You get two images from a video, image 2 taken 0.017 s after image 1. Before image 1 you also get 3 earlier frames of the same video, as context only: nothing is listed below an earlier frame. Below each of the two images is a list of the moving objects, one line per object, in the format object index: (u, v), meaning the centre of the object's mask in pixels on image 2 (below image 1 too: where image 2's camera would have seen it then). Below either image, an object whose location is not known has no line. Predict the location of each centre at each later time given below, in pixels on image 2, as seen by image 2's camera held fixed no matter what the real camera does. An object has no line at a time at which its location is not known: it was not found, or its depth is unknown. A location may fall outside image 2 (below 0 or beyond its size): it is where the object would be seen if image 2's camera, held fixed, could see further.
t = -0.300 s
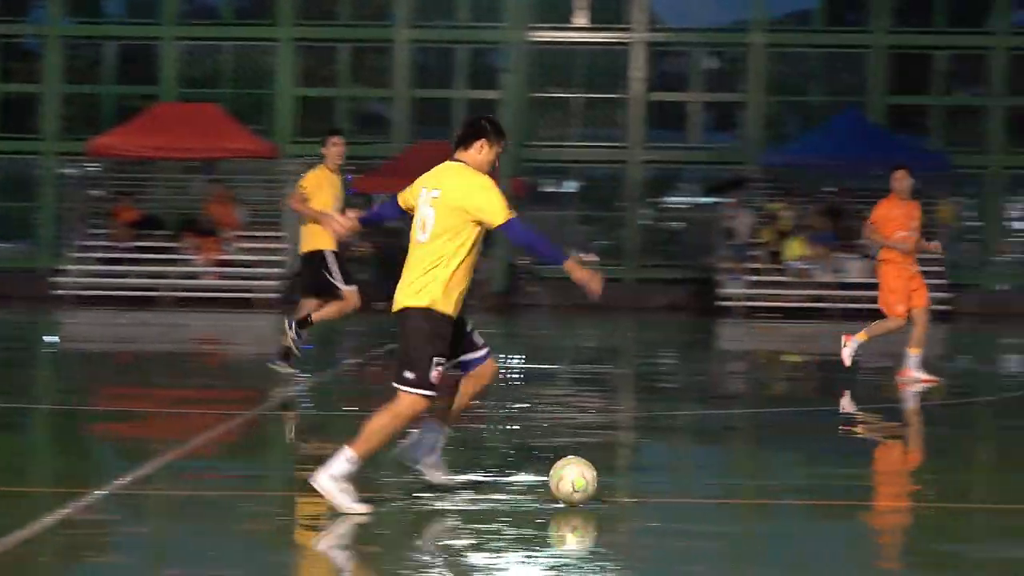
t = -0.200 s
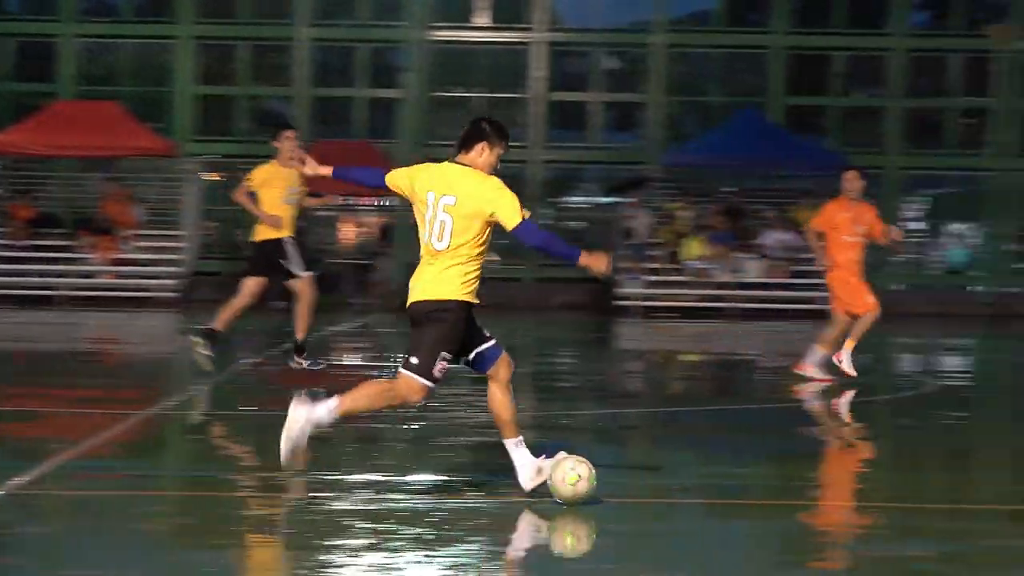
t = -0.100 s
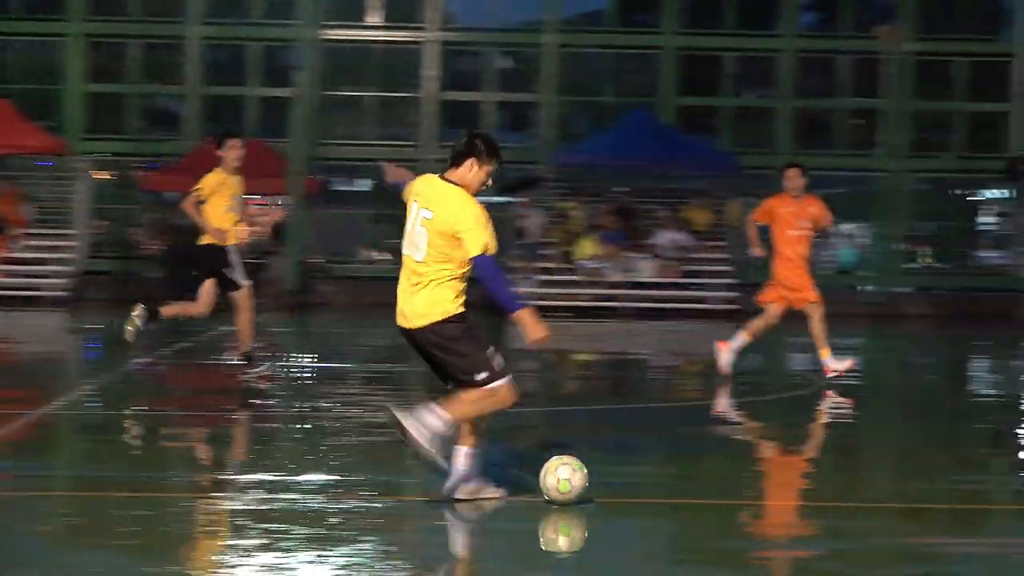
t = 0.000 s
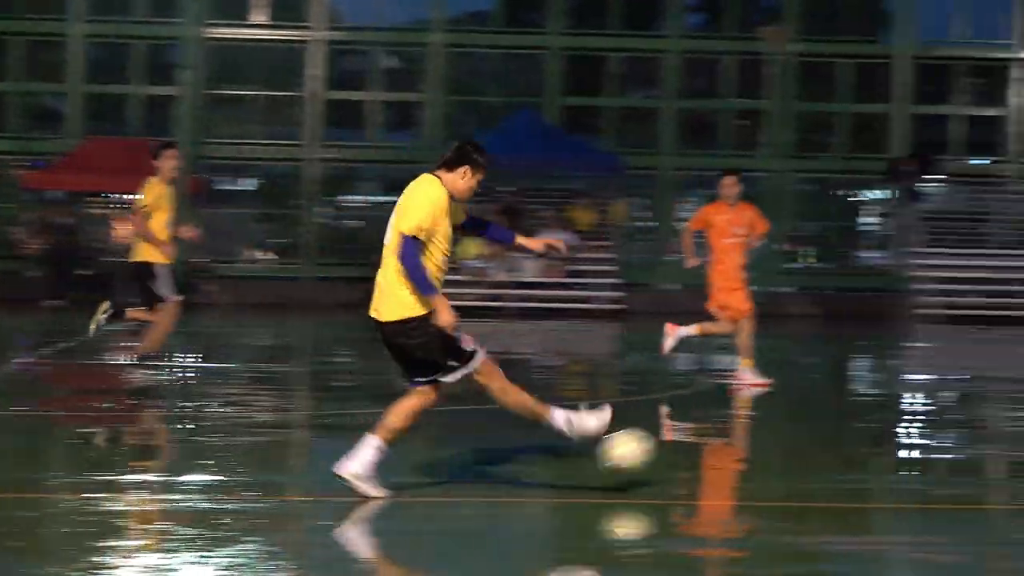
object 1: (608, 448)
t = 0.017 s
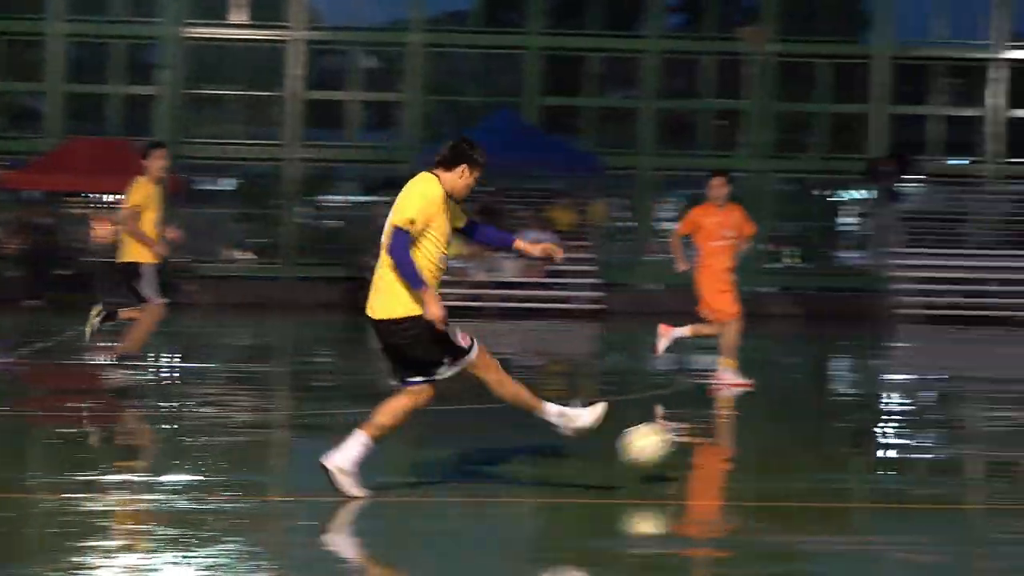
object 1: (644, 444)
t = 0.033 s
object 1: (685, 439)
